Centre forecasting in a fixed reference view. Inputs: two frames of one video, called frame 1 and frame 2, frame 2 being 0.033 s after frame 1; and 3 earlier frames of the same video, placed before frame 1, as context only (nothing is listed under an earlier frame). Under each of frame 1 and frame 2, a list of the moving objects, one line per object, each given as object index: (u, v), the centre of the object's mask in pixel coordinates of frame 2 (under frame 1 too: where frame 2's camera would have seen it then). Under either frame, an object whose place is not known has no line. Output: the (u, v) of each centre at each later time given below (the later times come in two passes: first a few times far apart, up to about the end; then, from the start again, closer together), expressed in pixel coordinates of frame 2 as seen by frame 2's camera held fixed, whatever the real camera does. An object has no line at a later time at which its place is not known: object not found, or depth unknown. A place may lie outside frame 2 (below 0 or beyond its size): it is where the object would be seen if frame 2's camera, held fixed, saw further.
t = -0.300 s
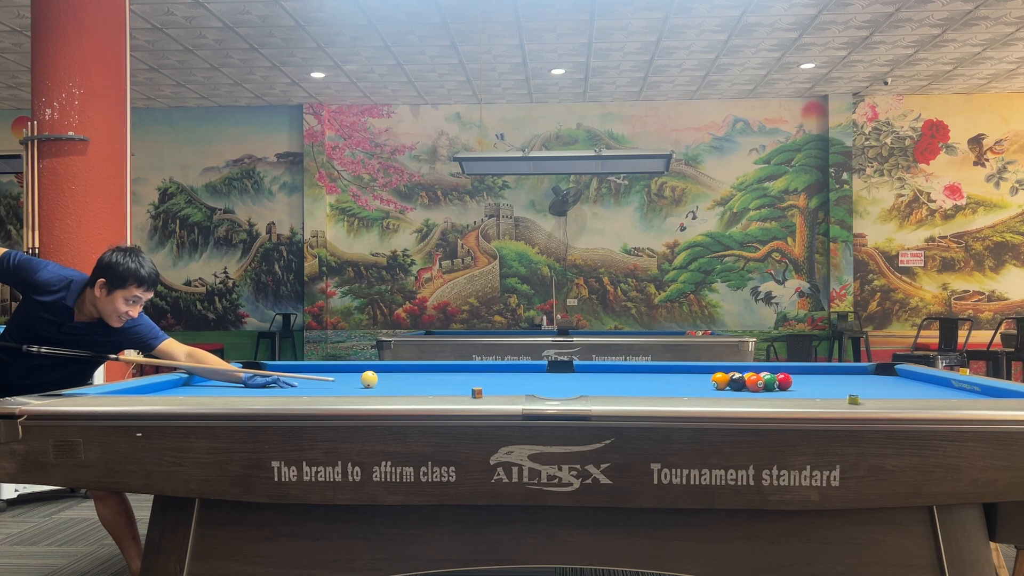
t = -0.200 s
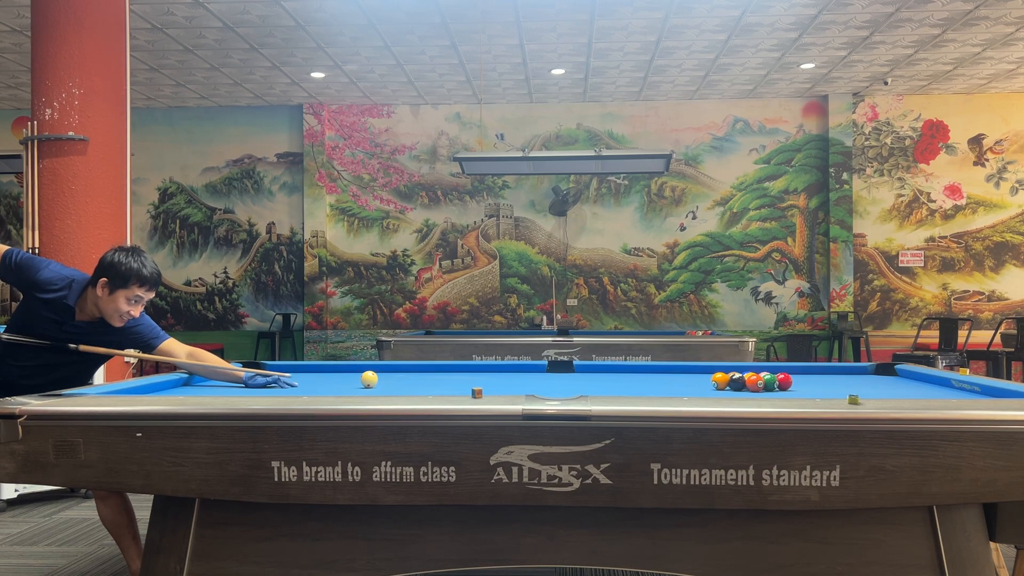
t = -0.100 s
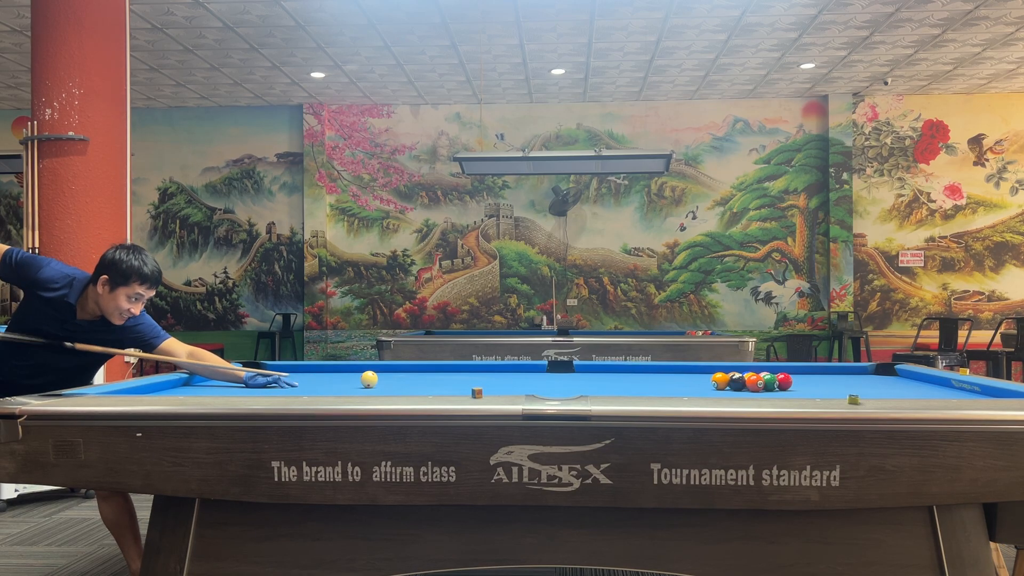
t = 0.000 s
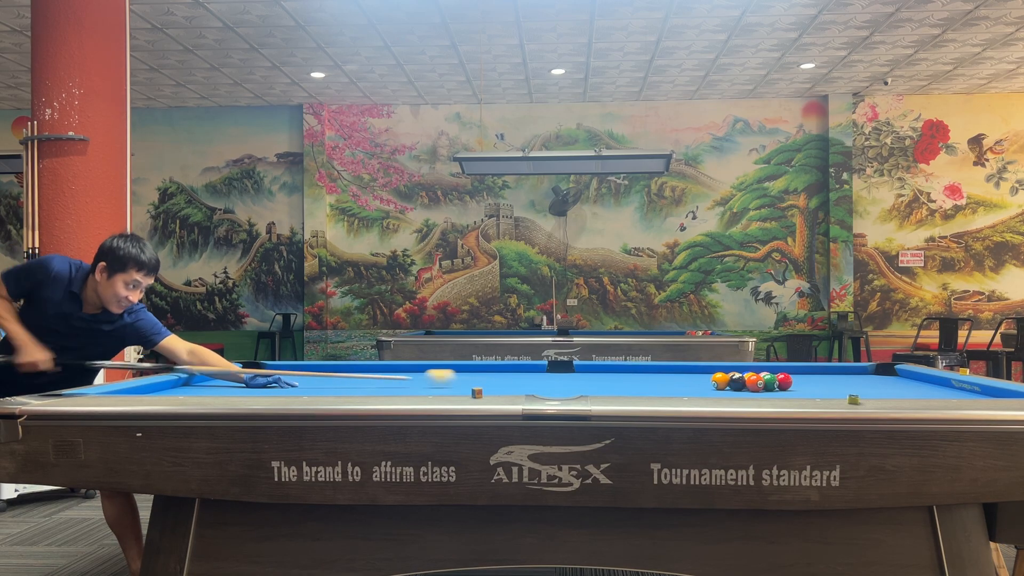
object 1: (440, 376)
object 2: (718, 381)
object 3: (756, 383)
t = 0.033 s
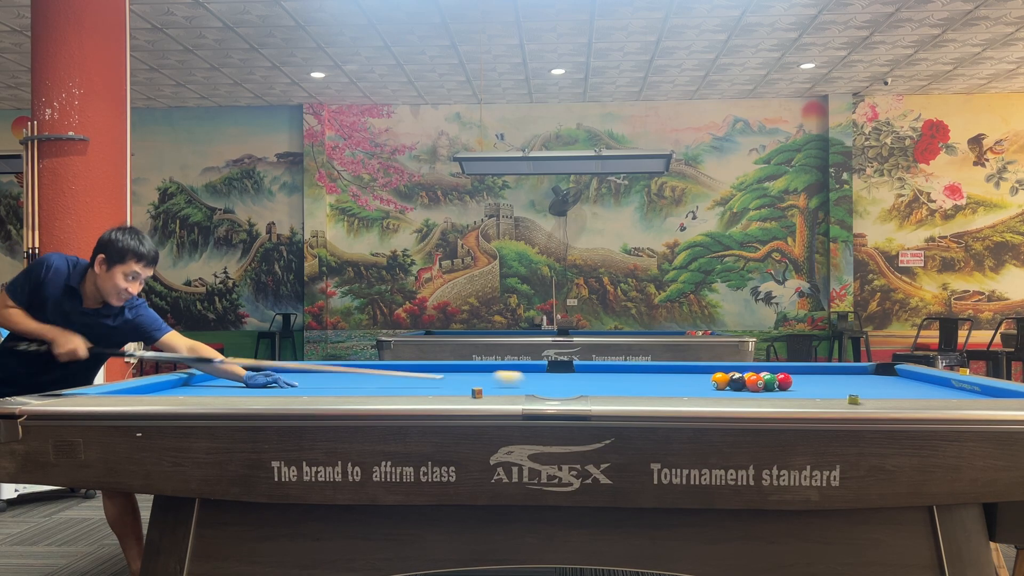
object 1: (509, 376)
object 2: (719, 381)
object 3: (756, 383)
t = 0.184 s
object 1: (700, 376)
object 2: (714, 383)
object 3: (804, 387)
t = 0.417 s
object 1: (707, 366)
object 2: (688, 387)
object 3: (935, 392)
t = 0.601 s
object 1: (712, 371)
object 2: (665, 389)
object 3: (936, 386)
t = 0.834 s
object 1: (719, 375)
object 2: (634, 391)
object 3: (903, 380)
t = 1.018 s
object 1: (724, 378)
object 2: (612, 391)
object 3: (848, 376)
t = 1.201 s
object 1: (730, 382)
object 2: (595, 390)
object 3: (797, 372)
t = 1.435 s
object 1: (737, 387)
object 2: (575, 390)
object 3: (742, 368)
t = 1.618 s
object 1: (744, 389)
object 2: (562, 389)
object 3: (721, 369)
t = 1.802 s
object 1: (751, 391)
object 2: (549, 388)
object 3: (707, 369)
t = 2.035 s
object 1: (744, 393)
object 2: (535, 385)
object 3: (688, 371)
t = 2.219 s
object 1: (728, 393)
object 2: (525, 384)
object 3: (674, 372)
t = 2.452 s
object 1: (710, 392)
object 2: (513, 383)
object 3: (657, 373)
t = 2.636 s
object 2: (505, 381)
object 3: (643, 374)
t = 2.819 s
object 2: (498, 380)
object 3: (630, 374)
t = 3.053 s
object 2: (489, 379)
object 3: (614, 376)
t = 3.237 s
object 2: (483, 378)
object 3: (602, 376)
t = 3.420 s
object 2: (477, 377)
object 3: (589, 377)
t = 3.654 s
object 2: (471, 376)
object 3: (575, 378)
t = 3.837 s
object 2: (466, 376)
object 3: (563, 379)
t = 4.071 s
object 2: (461, 375)
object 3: (549, 381)
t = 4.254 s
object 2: (458, 375)
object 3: (539, 381)
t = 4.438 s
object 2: (455, 374)
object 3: (529, 382)
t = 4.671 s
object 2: (452, 374)
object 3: (518, 383)
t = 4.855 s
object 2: (451, 374)
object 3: (509, 384)
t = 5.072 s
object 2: (449, 373)
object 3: (500, 384)
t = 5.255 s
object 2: (448, 373)
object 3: (493, 384)
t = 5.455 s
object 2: (448, 373)
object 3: (486, 384)
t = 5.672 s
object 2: (448, 373)
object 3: (480, 384)
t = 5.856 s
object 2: (448, 373)
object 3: (474, 383)
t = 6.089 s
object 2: (448, 373)
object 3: (469, 385)
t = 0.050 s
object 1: (542, 377)
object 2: (718, 381)
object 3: (755, 383)
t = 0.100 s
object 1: (643, 378)
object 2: (718, 381)
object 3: (756, 383)
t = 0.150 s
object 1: (702, 377)
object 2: (718, 381)
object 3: (773, 383)
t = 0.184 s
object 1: (700, 376)
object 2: (714, 383)
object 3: (804, 387)
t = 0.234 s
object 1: (699, 373)
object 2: (709, 384)
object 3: (852, 390)
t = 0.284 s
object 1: (700, 371)
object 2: (704, 385)
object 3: (903, 393)
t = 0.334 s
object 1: (702, 370)
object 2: (698, 386)
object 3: (935, 394)
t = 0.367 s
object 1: (703, 369)
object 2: (694, 386)
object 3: (935, 393)
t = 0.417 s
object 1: (707, 366)
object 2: (688, 387)
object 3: (935, 392)
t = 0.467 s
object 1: (710, 367)
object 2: (682, 388)
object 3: (935, 390)
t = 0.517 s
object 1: (711, 369)
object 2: (676, 388)
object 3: (936, 389)
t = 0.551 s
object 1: (711, 370)
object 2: (672, 389)
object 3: (936, 388)
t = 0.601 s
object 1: (712, 371)
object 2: (665, 389)
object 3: (936, 386)
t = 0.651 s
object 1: (714, 372)
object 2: (659, 390)
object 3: (953, 384)
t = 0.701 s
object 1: (715, 372)
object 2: (653, 390)
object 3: (953, 383)
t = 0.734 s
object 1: (716, 373)
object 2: (648, 390)
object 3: (940, 382)
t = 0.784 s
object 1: (717, 374)
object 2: (641, 391)
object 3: (927, 379)
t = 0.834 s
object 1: (719, 375)
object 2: (634, 391)
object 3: (903, 380)
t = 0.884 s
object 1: (720, 376)
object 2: (627, 392)
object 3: (889, 379)
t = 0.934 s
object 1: (722, 377)
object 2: (621, 392)
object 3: (874, 375)
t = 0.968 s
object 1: (722, 377)
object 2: (617, 392)
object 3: (862, 376)
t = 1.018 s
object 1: (724, 378)
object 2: (612, 391)
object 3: (848, 376)
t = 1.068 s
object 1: (725, 379)
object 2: (607, 391)
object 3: (834, 375)
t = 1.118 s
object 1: (727, 380)
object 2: (602, 391)
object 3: (819, 371)
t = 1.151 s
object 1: (728, 381)
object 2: (599, 391)
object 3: (810, 372)
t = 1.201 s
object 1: (730, 382)
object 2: (595, 390)
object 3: (797, 372)
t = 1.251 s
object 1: (731, 383)
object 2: (591, 390)
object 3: (784, 371)
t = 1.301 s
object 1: (733, 384)
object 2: (586, 390)
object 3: (772, 370)
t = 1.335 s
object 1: (734, 385)
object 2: (583, 390)
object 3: (764, 370)
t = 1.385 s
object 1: (736, 385)
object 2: (579, 390)
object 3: (752, 369)
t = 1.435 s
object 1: (737, 387)
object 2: (575, 390)
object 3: (742, 368)
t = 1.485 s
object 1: (739, 387)
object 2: (571, 389)
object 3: (732, 368)
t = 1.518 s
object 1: (740, 388)
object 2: (569, 389)
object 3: (729, 368)
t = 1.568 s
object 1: (742, 389)
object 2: (566, 389)
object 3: (725, 368)
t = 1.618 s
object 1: (744, 389)
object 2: (562, 389)
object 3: (721, 369)
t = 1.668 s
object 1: (746, 390)
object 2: (558, 389)
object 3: (717, 369)
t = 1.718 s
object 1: (748, 390)
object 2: (555, 388)
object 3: (713, 369)
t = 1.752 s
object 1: (749, 391)
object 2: (553, 388)
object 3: (710, 369)
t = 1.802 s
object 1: (751, 391)
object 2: (549, 388)
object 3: (707, 369)
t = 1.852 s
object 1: (753, 392)
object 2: (546, 387)
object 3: (703, 370)
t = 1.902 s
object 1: (755, 392)
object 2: (543, 387)
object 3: (699, 370)
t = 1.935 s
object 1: (755, 393)
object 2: (541, 386)
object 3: (696, 370)
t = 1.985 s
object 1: (749, 393)
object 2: (538, 386)
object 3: (692, 370)
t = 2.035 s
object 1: (744, 393)
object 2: (535, 385)
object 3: (688, 371)
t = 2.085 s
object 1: (740, 393)
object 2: (532, 385)
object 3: (685, 371)
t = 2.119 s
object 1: (737, 393)
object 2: (530, 385)
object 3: (682, 371)
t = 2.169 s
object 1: (732, 393)
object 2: (528, 384)
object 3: (678, 371)
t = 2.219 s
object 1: (728, 393)
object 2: (525, 384)
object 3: (674, 372)
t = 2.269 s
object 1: (724, 393)
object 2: (523, 384)
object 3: (671, 372)
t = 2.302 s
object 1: (721, 393)
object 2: (521, 384)
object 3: (668, 372)
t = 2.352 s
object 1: (717, 393)
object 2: (518, 383)
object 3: (664, 372)
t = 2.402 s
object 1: (713, 393)
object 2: (516, 383)
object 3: (661, 372)
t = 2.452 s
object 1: (710, 392)
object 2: (513, 383)
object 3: (657, 373)
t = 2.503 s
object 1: (706, 392)
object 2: (511, 382)
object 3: (653, 373)
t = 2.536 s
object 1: (704, 392)
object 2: (510, 382)
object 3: (651, 373)
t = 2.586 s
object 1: (700, 392)
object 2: (507, 382)
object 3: (647, 373)
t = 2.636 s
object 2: (505, 381)
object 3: (643, 374)
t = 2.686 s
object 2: (503, 381)
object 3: (640, 374)
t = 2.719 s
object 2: (502, 381)
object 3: (637, 374)
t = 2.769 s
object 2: (499, 380)
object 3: (634, 374)
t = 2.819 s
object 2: (498, 380)
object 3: (630, 374)
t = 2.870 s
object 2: (496, 380)
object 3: (626, 375)
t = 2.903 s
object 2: (494, 380)
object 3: (624, 375)
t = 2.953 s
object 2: (492, 379)
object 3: (621, 375)
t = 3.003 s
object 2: (490, 379)
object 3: (617, 375)
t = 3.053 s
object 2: (489, 379)
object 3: (614, 376)
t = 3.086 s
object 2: (488, 379)
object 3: (612, 376)
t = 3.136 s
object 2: (486, 379)
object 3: (608, 376)
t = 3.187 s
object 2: (484, 378)
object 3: (605, 376)
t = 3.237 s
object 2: (483, 378)
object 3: (602, 376)
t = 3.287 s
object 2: (481, 378)
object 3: (598, 377)
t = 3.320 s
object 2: (480, 378)
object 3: (596, 377)
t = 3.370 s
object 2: (479, 377)
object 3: (593, 377)
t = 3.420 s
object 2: (477, 377)
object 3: (589, 377)
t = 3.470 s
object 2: (476, 377)
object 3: (586, 378)
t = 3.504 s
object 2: (475, 377)
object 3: (584, 378)
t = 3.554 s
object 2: (473, 377)
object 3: (581, 378)
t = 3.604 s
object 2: (472, 377)
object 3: (577, 378)
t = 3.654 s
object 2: (471, 376)
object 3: (575, 378)
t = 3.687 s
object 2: (470, 376)
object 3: (572, 379)
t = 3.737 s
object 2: (469, 376)
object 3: (569, 379)
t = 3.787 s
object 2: (467, 376)
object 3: (566, 379)
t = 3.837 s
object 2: (466, 376)
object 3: (563, 379)
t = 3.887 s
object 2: (465, 376)
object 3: (560, 380)
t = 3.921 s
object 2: (464, 375)
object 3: (558, 380)
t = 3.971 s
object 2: (463, 375)
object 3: (555, 380)
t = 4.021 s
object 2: (462, 375)
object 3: (552, 380)
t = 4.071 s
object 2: (461, 375)
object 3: (549, 381)
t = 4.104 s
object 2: (461, 375)
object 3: (548, 381)
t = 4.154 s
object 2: (460, 375)
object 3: (545, 381)
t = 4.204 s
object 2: (459, 375)
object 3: (542, 381)
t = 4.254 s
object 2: (458, 375)
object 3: (539, 381)
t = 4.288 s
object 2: (458, 375)
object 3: (537, 381)
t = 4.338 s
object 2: (457, 375)
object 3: (534, 382)
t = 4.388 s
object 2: (456, 374)
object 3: (532, 382)
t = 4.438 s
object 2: (455, 374)
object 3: (529, 382)
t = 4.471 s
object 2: (455, 374)
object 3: (527, 382)
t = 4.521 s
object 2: (454, 374)
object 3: (525, 382)
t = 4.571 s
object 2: (454, 374)
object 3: (522, 382)
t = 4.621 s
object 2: (453, 374)
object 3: (520, 383)
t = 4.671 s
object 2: (452, 374)
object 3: (518, 383)
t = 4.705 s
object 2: (452, 374)
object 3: (516, 383)
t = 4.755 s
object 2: (452, 374)
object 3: (514, 383)
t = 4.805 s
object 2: (451, 374)
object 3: (511, 383)
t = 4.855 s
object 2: (451, 374)
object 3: (509, 384)
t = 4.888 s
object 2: (451, 374)
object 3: (508, 384)
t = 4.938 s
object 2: (450, 374)
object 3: (506, 384)
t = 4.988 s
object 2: (450, 373)
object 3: (503, 384)
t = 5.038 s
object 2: (449, 373)
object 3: (501, 384)
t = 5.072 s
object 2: (449, 373)
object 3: (500, 384)
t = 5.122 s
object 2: (449, 373)
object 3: (498, 384)
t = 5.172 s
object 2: (449, 373)
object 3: (496, 384)
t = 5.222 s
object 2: (448, 373)
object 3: (494, 385)
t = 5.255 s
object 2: (448, 373)
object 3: (493, 384)
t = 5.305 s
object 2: (448, 373)
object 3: (491, 385)
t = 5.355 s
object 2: (448, 373)
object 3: (489, 384)
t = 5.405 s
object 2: (448, 373)
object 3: (488, 384)
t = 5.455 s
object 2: (448, 373)
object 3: (486, 384)
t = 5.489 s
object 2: (448, 373)
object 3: (486, 384)
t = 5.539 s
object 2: (448, 373)
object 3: (484, 384)
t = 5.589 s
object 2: (448, 373)
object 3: (483, 384)
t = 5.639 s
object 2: (448, 373)
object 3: (481, 384)
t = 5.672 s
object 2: (448, 373)
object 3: (480, 384)
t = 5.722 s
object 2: (448, 373)
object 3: (479, 384)
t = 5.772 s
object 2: (448, 373)
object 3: (477, 383)
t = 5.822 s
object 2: (448, 373)
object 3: (475, 383)
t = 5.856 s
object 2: (448, 373)
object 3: (474, 383)
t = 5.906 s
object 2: (448, 373)
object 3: (473, 383)
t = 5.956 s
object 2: (448, 373)
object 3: (472, 384)
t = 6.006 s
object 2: (448, 373)
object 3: (471, 384)
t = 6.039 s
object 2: (448, 373)
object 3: (470, 385)
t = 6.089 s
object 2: (448, 373)
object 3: (469, 385)
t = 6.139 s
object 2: (448, 373)
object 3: (468, 385)
